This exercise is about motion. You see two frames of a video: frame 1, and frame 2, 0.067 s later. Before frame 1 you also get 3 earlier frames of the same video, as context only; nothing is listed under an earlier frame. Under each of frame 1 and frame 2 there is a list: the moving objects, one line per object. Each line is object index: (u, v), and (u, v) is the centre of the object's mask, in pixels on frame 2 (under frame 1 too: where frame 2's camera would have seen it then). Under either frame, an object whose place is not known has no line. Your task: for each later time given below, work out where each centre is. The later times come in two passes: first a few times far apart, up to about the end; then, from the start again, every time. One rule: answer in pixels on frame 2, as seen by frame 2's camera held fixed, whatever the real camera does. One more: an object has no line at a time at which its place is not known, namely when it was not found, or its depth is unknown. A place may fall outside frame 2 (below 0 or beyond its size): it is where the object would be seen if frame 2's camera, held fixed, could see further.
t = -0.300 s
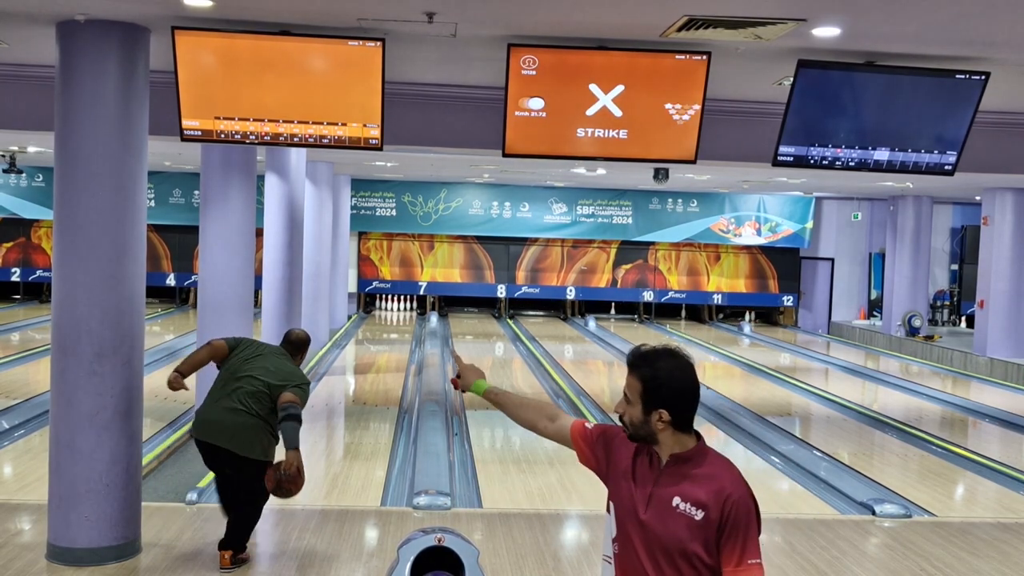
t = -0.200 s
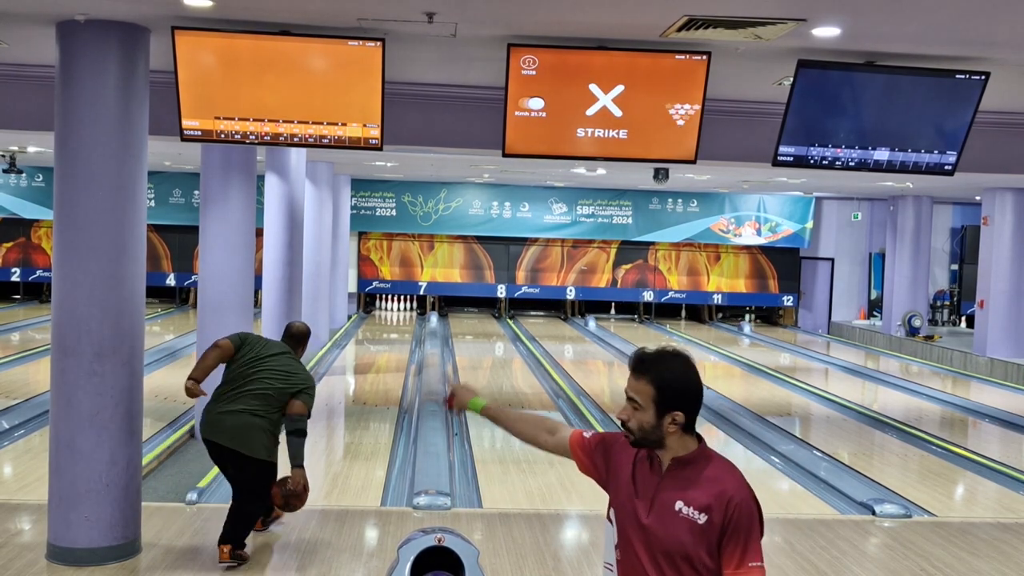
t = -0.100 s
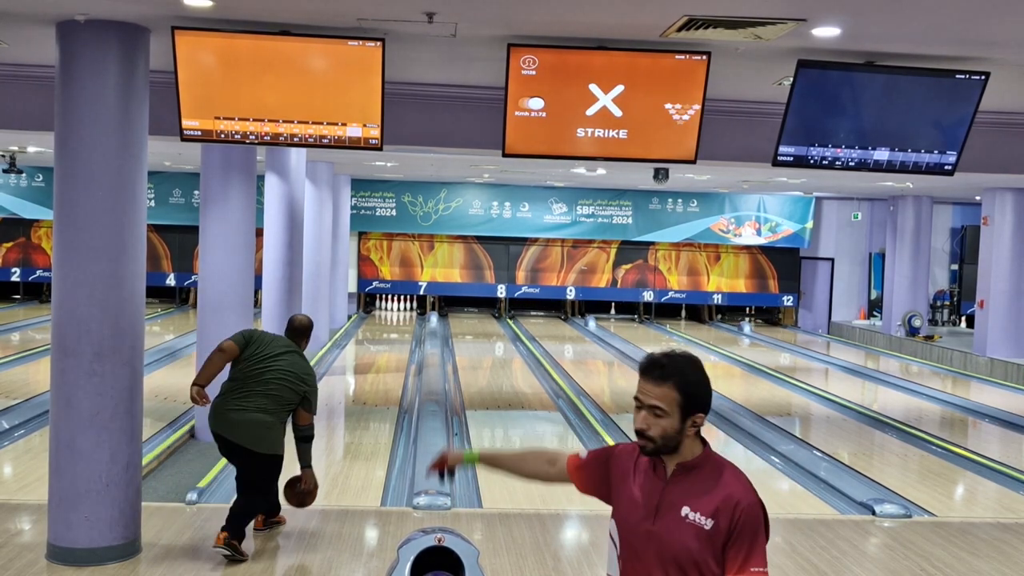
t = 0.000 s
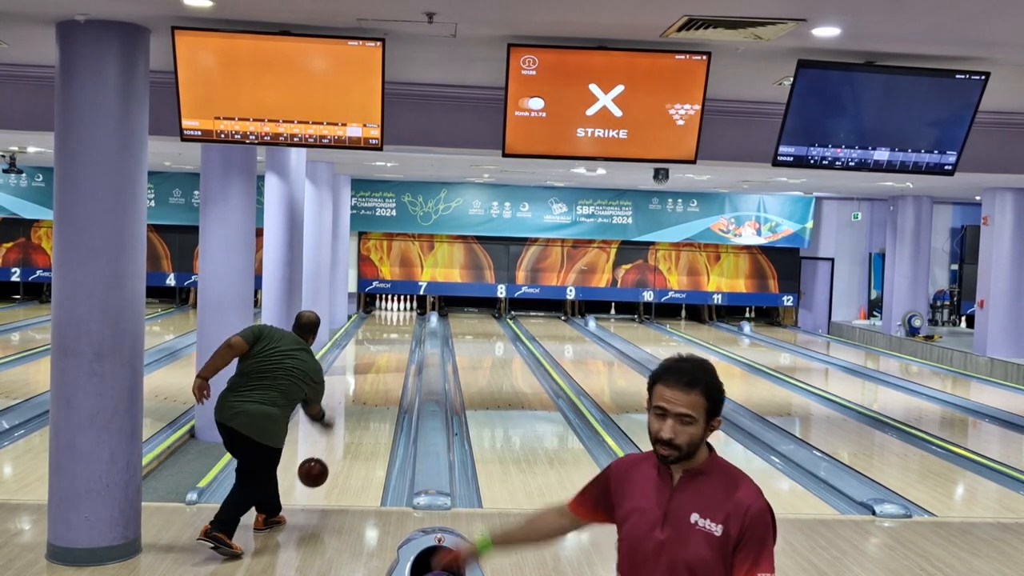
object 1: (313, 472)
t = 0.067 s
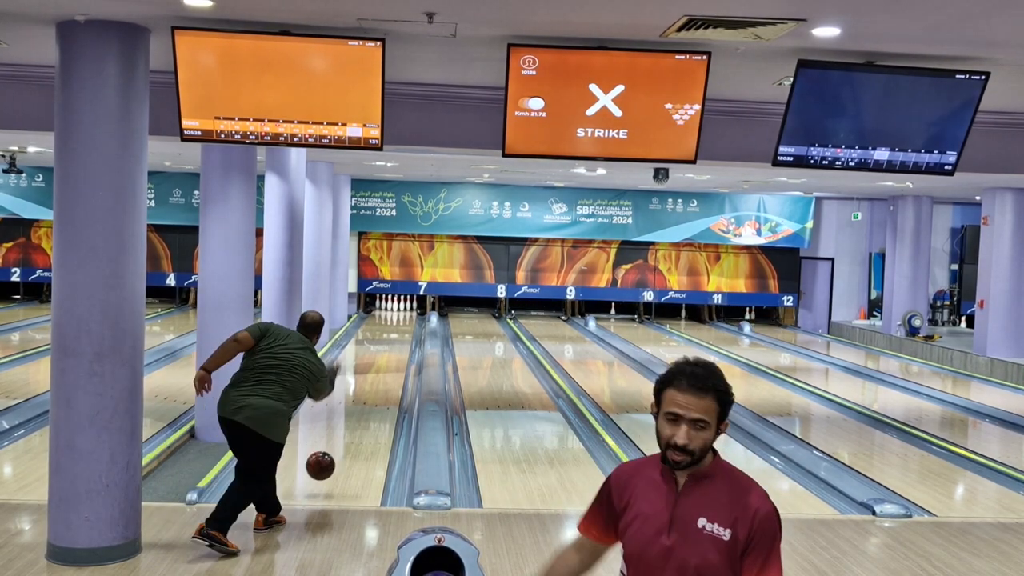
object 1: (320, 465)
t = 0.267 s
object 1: (338, 446)
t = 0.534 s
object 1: (355, 413)
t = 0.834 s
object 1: (369, 386)
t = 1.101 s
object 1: (377, 368)
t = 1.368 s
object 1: (384, 354)
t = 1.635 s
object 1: (388, 342)
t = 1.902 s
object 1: (392, 334)
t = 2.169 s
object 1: (395, 326)
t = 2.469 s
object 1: (396, 318)
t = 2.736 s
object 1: (396, 313)
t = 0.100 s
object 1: (324, 465)
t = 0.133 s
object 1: (327, 465)
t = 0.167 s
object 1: (330, 462)
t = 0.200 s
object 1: (333, 456)
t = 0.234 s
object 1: (335, 451)
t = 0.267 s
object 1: (338, 446)
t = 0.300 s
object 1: (341, 441)
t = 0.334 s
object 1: (343, 437)
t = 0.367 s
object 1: (345, 432)
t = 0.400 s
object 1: (347, 428)
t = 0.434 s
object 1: (350, 424)
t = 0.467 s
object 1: (351, 420)
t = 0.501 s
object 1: (353, 416)
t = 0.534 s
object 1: (355, 413)
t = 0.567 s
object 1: (357, 409)
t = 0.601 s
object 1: (358, 406)
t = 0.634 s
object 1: (360, 403)
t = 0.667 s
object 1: (362, 400)
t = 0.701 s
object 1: (363, 397)
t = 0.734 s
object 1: (365, 394)
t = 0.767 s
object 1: (366, 391)
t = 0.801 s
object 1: (367, 389)
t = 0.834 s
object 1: (369, 386)
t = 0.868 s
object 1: (370, 384)
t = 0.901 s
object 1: (371, 381)
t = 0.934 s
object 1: (372, 379)
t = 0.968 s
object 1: (373, 376)
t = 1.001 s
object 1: (374, 374)
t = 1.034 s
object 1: (375, 372)
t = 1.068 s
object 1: (376, 370)
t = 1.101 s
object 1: (377, 368)
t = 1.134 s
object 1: (378, 366)
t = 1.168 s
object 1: (379, 364)
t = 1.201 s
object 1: (380, 362)
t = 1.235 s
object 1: (380, 361)
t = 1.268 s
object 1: (381, 359)
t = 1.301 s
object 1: (382, 357)
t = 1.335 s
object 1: (383, 355)
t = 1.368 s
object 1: (384, 354)
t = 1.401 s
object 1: (384, 352)
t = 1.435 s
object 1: (385, 351)
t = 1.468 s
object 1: (386, 349)
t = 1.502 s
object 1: (386, 348)
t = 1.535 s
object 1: (387, 346)
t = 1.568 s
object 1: (387, 345)
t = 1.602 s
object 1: (388, 344)
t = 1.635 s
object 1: (388, 342)
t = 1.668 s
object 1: (389, 341)
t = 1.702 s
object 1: (389, 340)
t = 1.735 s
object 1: (390, 339)
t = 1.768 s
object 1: (390, 338)
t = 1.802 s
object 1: (391, 337)
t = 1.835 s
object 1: (391, 336)
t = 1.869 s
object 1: (392, 335)
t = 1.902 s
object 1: (392, 334)
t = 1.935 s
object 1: (392, 332)
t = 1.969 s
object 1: (393, 331)
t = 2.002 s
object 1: (393, 330)
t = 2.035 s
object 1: (393, 329)
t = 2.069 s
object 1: (393, 329)
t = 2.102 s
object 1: (394, 327)
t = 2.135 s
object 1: (394, 326)
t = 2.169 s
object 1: (395, 326)
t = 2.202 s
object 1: (395, 325)
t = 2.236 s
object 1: (395, 324)
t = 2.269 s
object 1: (395, 323)
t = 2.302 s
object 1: (395, 322)
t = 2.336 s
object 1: (395, 321)
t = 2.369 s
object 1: (395, 321)
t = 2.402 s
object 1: (396, 320)
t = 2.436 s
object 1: (396, 319)
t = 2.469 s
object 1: (396, 318)
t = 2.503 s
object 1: (396, 318)
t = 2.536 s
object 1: (396, 317)
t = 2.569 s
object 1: (397, 316)
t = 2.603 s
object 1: (396, 316)
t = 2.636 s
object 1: (397, 315)
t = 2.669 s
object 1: (397, 314)
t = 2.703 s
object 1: (396, 314)
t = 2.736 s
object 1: (396, 313)
